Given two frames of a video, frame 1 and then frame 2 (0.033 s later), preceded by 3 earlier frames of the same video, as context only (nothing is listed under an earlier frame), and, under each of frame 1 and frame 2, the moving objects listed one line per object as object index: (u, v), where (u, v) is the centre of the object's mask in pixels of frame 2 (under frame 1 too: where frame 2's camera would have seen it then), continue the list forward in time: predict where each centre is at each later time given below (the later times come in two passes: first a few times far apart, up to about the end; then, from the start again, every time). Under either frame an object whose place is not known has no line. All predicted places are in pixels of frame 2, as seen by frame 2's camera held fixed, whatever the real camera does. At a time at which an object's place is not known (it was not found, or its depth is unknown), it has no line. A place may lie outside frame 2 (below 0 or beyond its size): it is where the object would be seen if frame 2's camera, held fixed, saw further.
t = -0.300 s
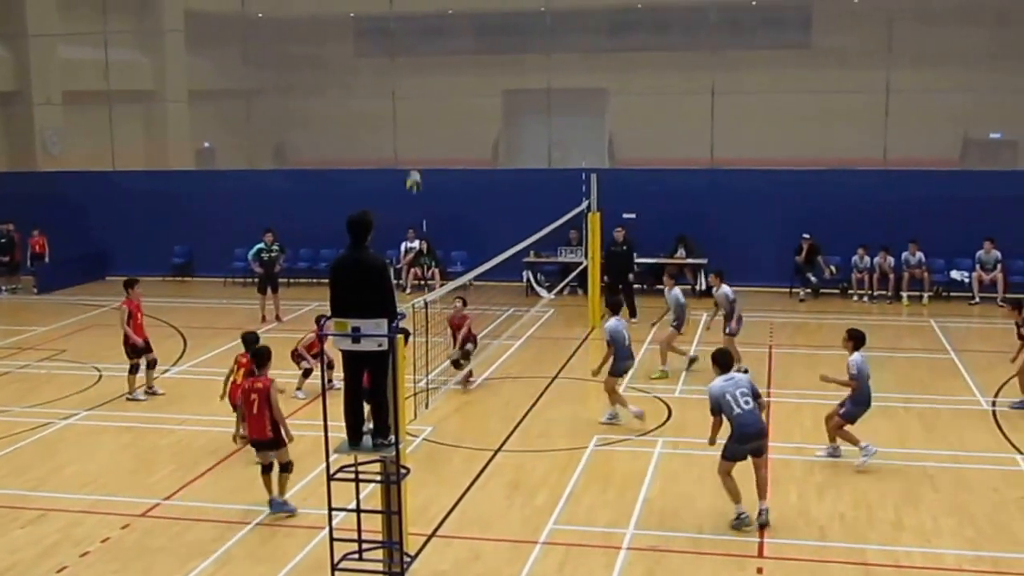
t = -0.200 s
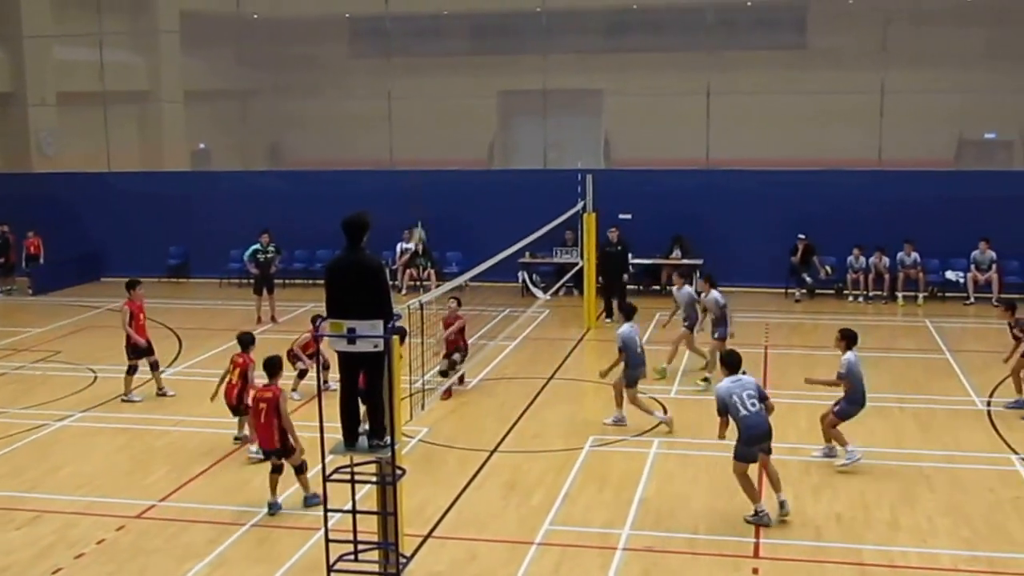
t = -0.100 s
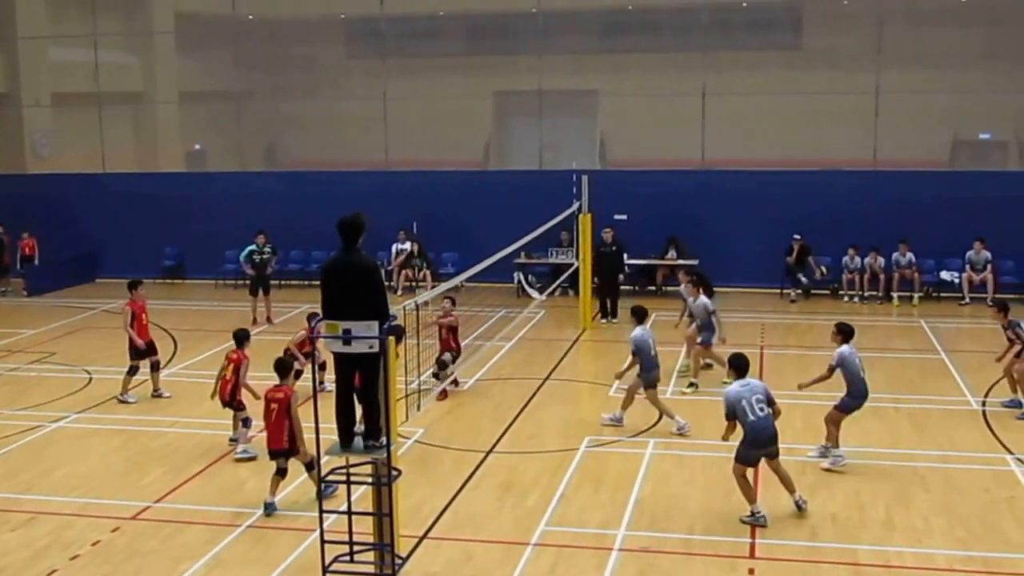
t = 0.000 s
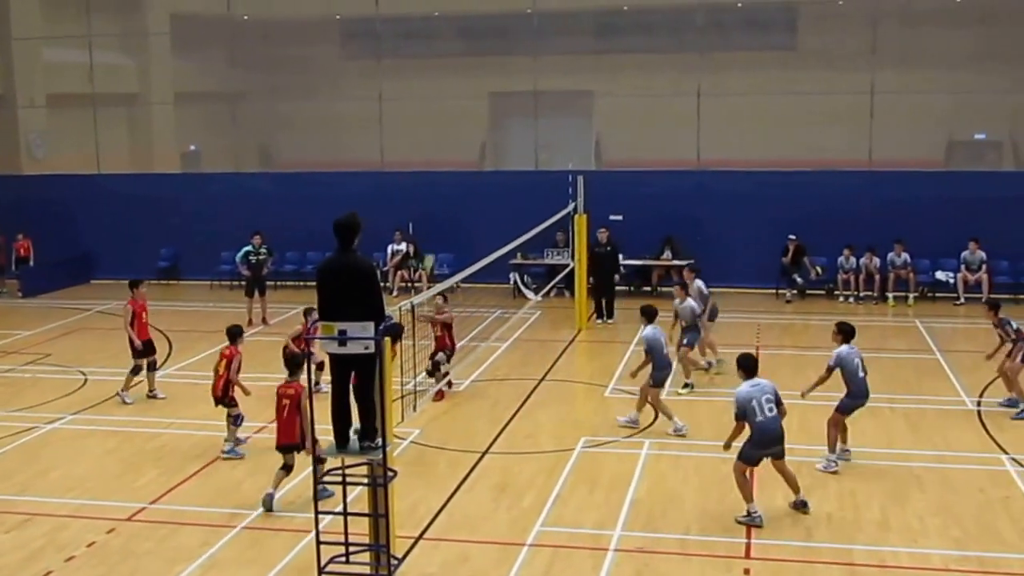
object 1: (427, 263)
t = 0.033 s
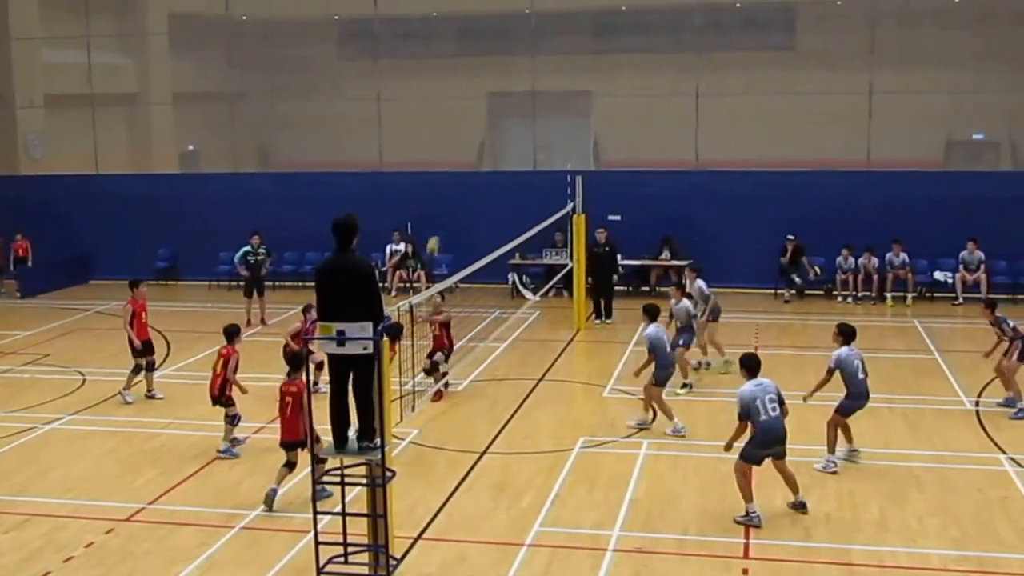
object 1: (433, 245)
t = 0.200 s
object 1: (459, 161)
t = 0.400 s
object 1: (489, 86)
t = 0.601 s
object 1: (520, 44)
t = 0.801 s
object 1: (550, 31)
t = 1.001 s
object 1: (580, 46)
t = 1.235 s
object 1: (614, 100)
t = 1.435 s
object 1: (640, 175)
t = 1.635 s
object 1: (663, 271)
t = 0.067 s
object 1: (438, 226)
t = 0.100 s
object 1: (442, 209)
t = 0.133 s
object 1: (448, 192)
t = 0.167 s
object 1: (453, 176)
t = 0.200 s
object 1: (459, 161)
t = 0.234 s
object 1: (463, 147)
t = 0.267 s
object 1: (468, 133)
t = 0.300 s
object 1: (473, 119)
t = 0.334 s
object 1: (479, 107)
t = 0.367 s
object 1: (485, 96)
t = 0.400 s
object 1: (489, 86)
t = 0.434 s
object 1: (494, 78)
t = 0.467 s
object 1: (499, 69)
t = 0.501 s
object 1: (504, 62)
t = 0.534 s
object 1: (509, 53)
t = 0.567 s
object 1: (514, 48)
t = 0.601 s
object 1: (520, 44)
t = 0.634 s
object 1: (524, 40)
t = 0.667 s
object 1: (529, 36)
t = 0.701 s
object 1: (534, 33)
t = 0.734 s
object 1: (539, 32)
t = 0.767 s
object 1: (545, 30)
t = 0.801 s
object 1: (550, 31)
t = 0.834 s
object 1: (556, 31)
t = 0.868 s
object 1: (560, 33)
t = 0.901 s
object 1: (564, 35)
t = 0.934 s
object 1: (570, 38)
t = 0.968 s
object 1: (575, 42)
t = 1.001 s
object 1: (580, 46)
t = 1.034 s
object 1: (585, 52)
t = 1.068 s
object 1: (591, 58)
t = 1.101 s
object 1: (595, 65)
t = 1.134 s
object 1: (600, 73)
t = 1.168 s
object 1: (605, 81)
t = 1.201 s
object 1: (610, 91)
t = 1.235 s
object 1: (614, 100)
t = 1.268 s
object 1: (619, 111)
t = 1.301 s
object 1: (624, 123)
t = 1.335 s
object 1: (627, 135)
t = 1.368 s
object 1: (632, 148)
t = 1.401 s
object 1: (636, 160)
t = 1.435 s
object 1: (640, 175)
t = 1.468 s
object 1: (644, 188)
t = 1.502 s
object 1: (648, 203)
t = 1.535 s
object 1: (652, 219)
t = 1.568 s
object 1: (656, 236)
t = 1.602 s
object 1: (660, 253)
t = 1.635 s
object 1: (663, 271)
